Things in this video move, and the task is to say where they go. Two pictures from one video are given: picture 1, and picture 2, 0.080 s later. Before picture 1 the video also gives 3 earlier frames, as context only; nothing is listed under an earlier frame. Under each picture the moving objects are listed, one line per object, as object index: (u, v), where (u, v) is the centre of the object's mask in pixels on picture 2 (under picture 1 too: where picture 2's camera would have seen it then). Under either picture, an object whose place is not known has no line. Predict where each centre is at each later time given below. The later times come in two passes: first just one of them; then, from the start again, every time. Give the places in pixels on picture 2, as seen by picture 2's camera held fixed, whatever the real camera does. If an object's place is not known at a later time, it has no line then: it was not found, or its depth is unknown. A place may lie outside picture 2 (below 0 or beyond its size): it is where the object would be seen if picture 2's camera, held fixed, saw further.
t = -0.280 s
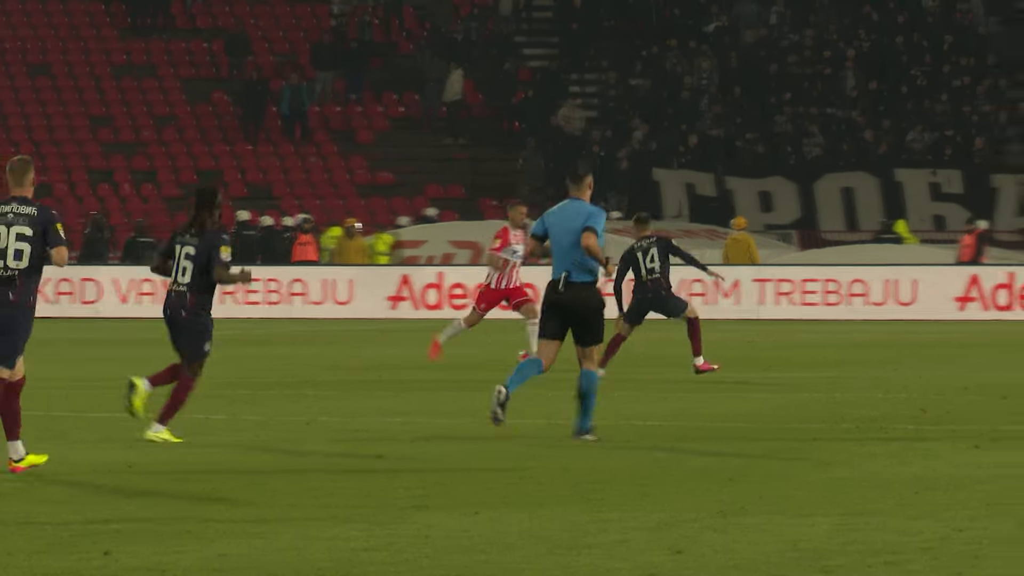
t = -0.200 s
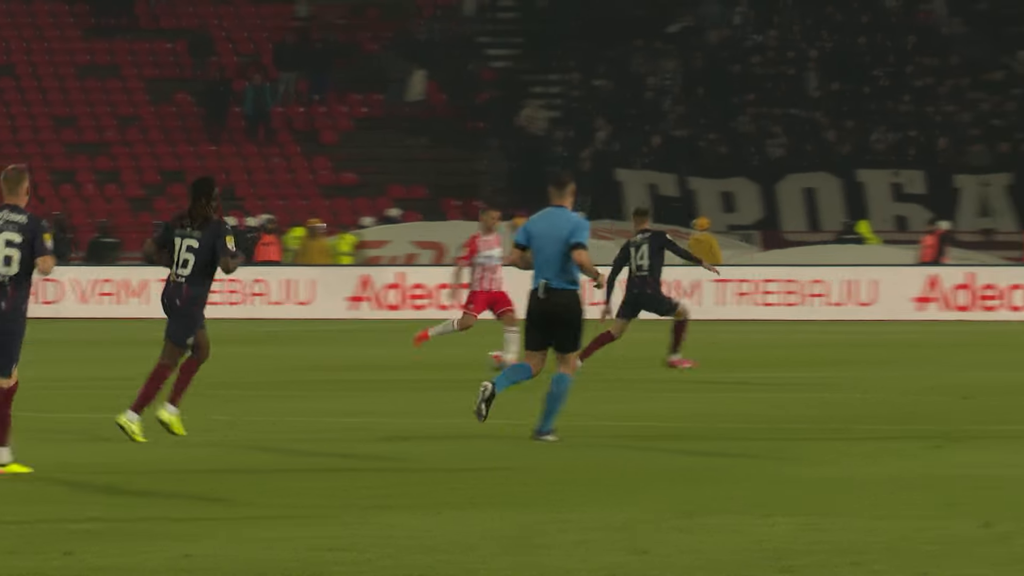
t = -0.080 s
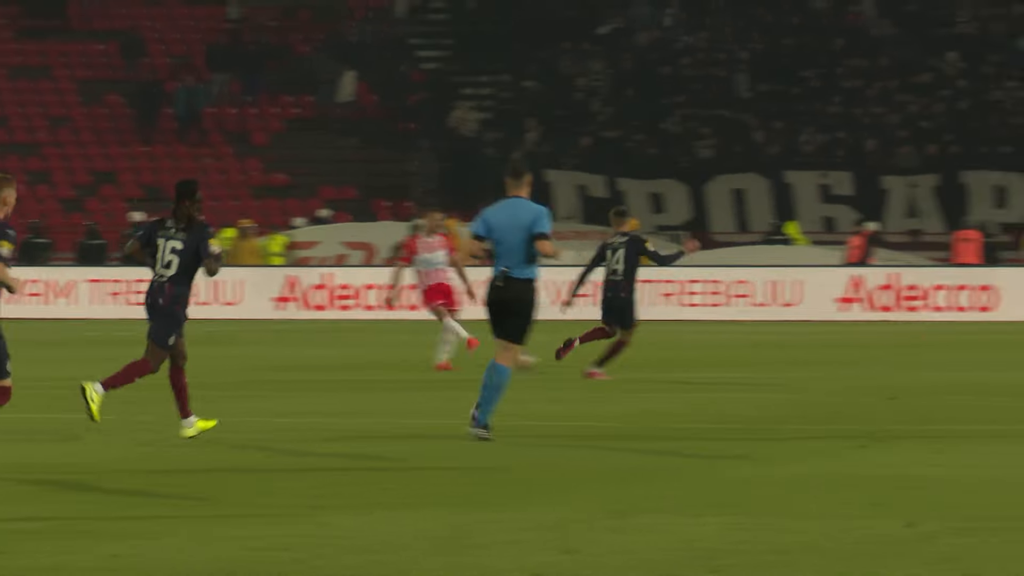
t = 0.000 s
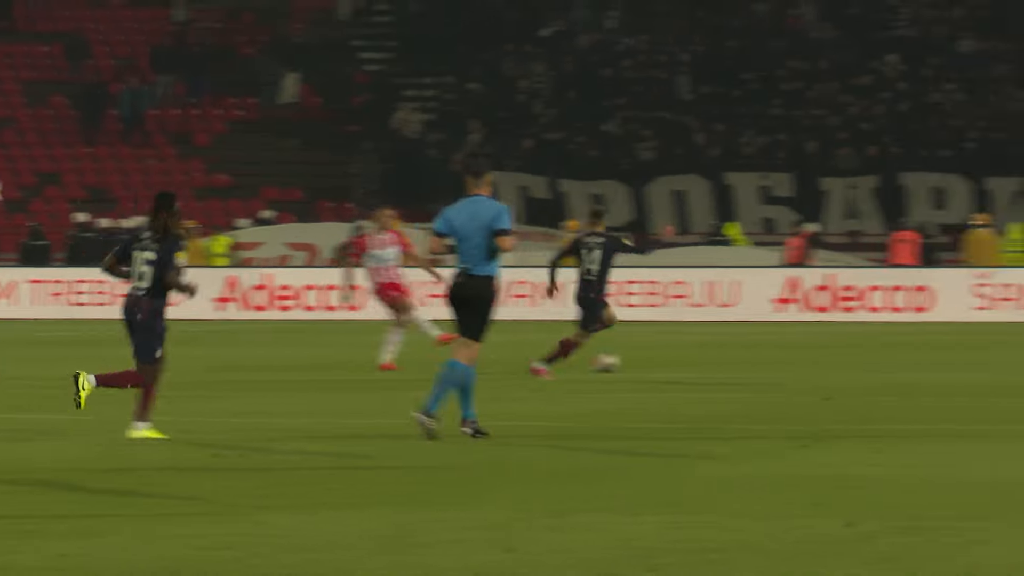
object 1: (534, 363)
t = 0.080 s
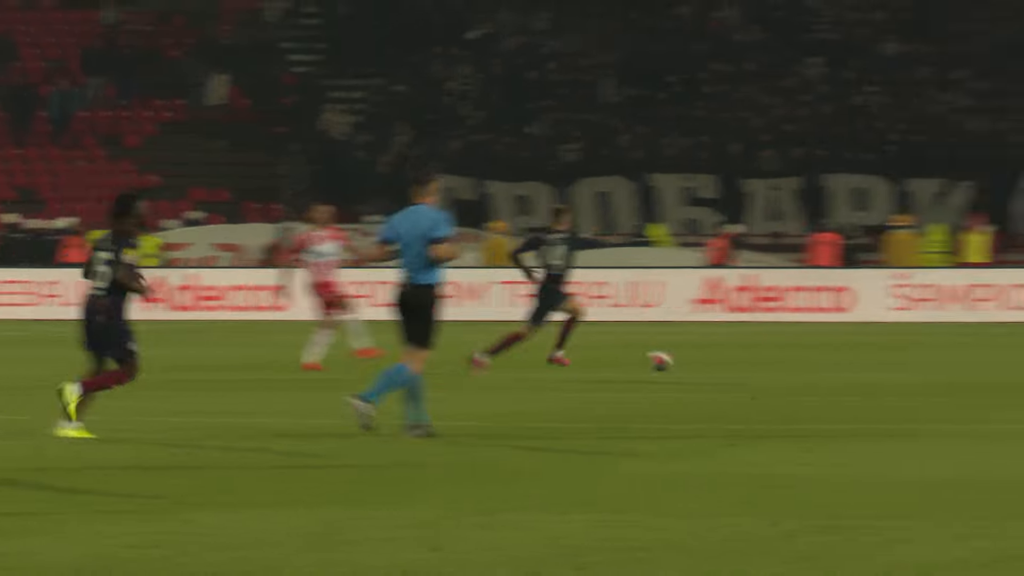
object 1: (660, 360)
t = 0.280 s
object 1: (962, 364)
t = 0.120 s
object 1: (724, 362)
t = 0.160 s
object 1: (785, 365)
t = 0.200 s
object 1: (843, 363)
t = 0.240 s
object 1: (903, 362)
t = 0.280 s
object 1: (962, 364)
